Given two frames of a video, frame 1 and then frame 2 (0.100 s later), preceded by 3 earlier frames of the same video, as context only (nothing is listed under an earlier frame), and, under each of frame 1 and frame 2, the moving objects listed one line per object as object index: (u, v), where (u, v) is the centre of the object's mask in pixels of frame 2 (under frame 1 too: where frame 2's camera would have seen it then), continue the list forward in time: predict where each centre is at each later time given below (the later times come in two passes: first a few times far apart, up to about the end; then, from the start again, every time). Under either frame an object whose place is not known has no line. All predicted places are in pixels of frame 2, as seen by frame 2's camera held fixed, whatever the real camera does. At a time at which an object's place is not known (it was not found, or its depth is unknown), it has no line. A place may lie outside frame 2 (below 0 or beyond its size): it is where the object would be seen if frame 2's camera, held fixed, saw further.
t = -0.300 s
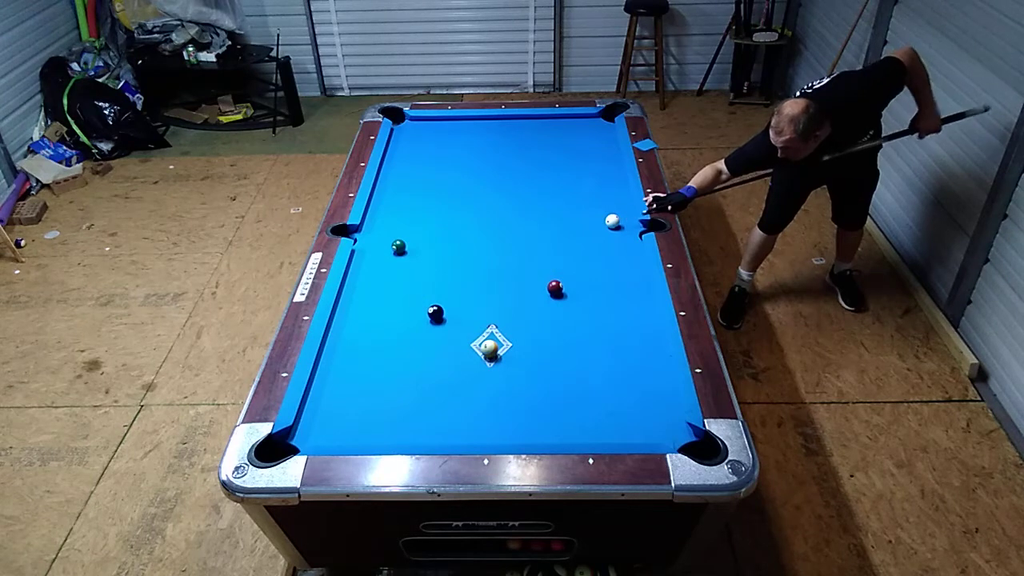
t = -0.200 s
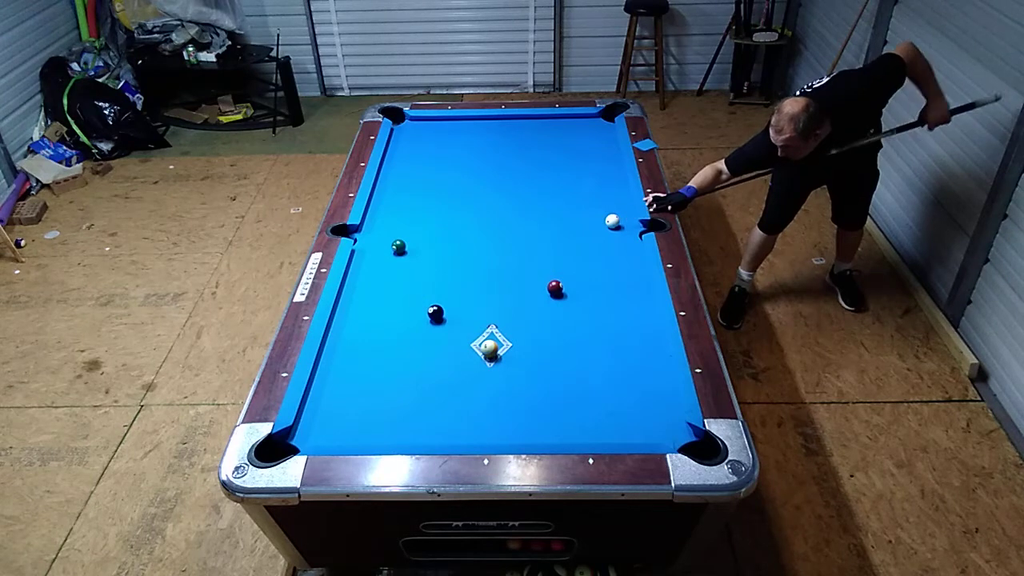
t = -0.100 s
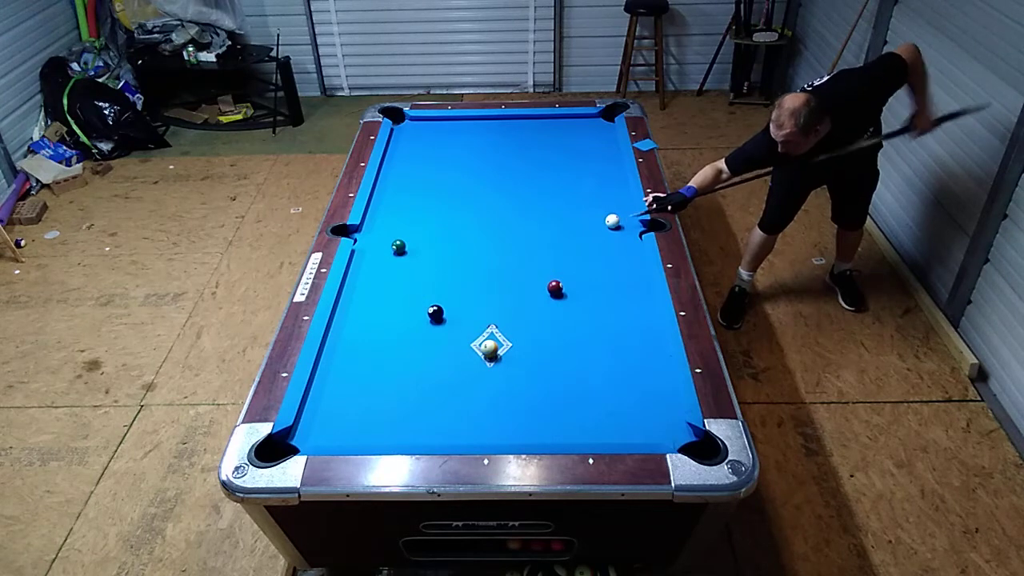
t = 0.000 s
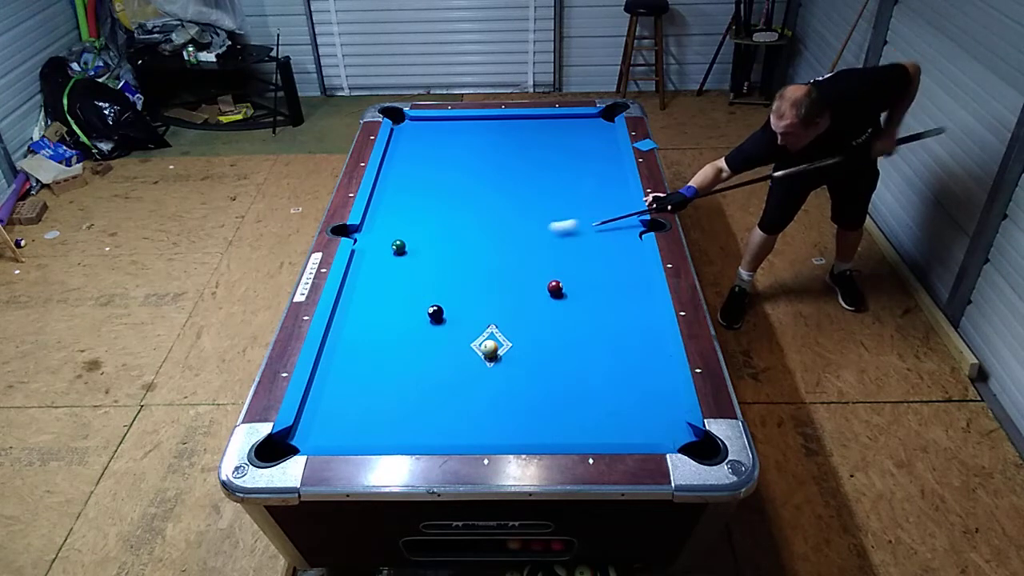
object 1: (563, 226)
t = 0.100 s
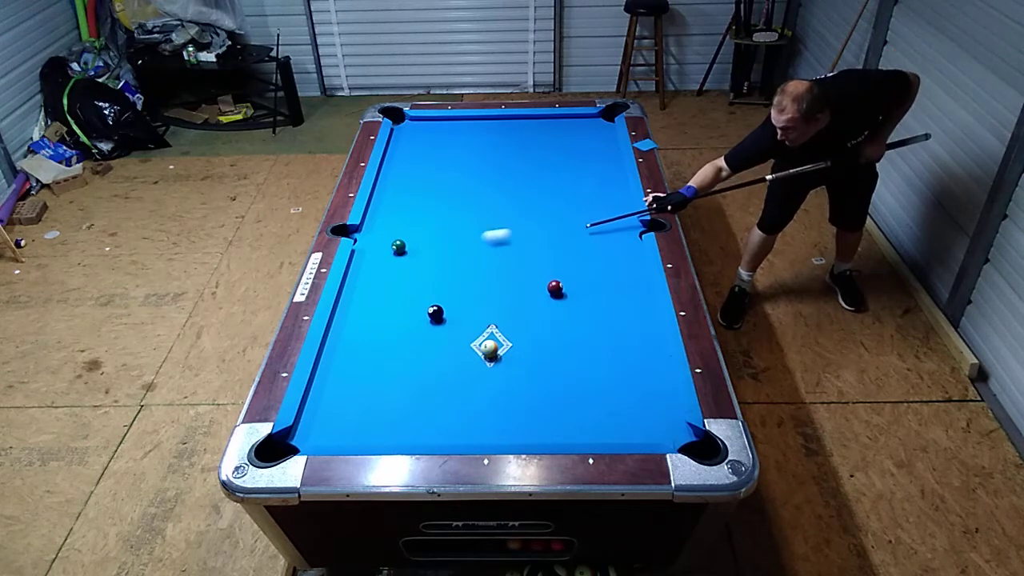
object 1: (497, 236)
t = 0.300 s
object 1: (402, 258)
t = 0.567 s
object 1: (343, 301)
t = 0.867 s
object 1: (362, 343)
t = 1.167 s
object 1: (382, 390)
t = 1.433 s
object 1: (402, 433)
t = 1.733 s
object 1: (448, 418)
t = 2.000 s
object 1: (487, 400)
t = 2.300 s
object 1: (527, 380)
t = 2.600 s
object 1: (564, 363)
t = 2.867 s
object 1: (592, 349)
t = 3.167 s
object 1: (621, 334)
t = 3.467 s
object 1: (647, 321)
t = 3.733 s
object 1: (642, 312)
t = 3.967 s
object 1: (632, 305)
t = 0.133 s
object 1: (476, 239)
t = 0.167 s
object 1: (454, 242)
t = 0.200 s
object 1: (434, 245)
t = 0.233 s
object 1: (416, 248)
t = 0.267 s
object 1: (407, 253)
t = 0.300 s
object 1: (402, 258)
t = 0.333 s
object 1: (396, 263)
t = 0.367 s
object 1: (390, 269)
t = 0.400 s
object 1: (383, 274)
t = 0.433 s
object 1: (375, 279)
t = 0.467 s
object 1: (366, 285)
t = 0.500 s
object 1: (357, 290)
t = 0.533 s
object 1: (349, 295)
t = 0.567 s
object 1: (343, 301)
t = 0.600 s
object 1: (345, 306)
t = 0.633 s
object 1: (348, 310)
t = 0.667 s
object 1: (350, 315)
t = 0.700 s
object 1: (352, 319)
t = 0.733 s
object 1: (354, 324)
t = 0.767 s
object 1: (356, 329)
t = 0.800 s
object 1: (358, 333)
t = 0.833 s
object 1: (360, 338)
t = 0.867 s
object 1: (362, 343)
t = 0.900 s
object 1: (364, 348)
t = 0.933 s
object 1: (366, 353)
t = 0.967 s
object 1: (368, 358)
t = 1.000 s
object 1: (371, 363)
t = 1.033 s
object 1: (373, 369)
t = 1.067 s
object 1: (375, 374)
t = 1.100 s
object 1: (377, 379)
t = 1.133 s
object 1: (380, 384)
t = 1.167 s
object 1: (382, 390)
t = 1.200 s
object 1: (385, 395)
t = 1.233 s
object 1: (387, 401)
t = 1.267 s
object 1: (390, 406)
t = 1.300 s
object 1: (392, 412)
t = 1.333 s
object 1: (395, 418)
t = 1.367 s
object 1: (397, 424)
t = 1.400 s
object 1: (400, 429)
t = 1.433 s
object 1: (402, 433)
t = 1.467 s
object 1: (404, 436)
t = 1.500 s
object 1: (410, 434)
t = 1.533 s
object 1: (416, 433)
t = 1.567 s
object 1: (422, 432)
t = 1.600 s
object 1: (427, 430)
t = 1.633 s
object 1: (433, 429)
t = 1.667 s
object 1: (437, 423)
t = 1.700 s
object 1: (443, 421)
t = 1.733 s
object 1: (448, 418)
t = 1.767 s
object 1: (453, 416)
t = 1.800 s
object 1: (458, 413)
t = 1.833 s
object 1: (463, 411)
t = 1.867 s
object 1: (468, 409)
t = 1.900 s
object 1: (473, 406)
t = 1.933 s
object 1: (478, 404)
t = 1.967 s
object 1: (483, 402)
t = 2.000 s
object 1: (487, 400)
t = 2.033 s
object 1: (492, 397)
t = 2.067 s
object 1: (497, 395)
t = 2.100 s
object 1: (501, 393)
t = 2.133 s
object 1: (506, 391)
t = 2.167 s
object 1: (510, 389)
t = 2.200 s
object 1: (515, 387)
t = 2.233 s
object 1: (519, 385)
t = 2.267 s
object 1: (523, 383)
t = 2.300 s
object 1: (527, 380)
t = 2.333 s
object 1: (531, 378)
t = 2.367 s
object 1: (536, 376)
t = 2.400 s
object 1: (540, 374)
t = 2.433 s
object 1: (544, 373)
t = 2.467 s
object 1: (548, 370)
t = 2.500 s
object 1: (552, 369)
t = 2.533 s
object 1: (556, 367)
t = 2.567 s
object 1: (560, 365)
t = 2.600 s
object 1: (564, 363)
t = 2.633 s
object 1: (567, 361)
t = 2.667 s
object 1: (571, 359)
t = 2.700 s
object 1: (574, 358)
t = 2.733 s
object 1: (578, 356)
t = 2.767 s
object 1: (582, 354)
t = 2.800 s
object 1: (585, 352)
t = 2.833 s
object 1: (589, 350)
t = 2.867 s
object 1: (592, 349)
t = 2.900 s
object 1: (595, 347)
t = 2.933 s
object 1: (599, 346)
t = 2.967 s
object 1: (602, 344)
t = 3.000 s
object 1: (605, 342)
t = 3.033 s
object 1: (609, 341)
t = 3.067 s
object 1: (612, 339)
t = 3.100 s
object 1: (615, 338)
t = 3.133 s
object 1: (618, 336)
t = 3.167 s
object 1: (621, 334)
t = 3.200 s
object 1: (624, 333)
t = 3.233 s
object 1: (627, 331)
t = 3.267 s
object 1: (630, 330)
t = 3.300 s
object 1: (633, 328)
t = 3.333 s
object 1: (636, 327)
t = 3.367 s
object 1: (639, 325)
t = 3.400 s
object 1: (642, 324)
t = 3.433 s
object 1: (644, 322)
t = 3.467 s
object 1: (647, 321)
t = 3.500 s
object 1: (650, 319)
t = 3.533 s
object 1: (651, 318)
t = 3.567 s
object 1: (650, 317)
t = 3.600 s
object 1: (648, 316)
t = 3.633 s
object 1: (646, 315)
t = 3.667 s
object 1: (645, 314)
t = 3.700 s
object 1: (643, 313)
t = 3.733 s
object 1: (642, 312)
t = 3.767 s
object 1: (640, 311)
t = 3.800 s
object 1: (639, 310)
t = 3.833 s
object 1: (637, 309)
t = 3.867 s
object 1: (636, 308)
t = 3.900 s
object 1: (635, 307)
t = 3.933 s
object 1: (633, 306)
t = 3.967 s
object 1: (632, 305)
